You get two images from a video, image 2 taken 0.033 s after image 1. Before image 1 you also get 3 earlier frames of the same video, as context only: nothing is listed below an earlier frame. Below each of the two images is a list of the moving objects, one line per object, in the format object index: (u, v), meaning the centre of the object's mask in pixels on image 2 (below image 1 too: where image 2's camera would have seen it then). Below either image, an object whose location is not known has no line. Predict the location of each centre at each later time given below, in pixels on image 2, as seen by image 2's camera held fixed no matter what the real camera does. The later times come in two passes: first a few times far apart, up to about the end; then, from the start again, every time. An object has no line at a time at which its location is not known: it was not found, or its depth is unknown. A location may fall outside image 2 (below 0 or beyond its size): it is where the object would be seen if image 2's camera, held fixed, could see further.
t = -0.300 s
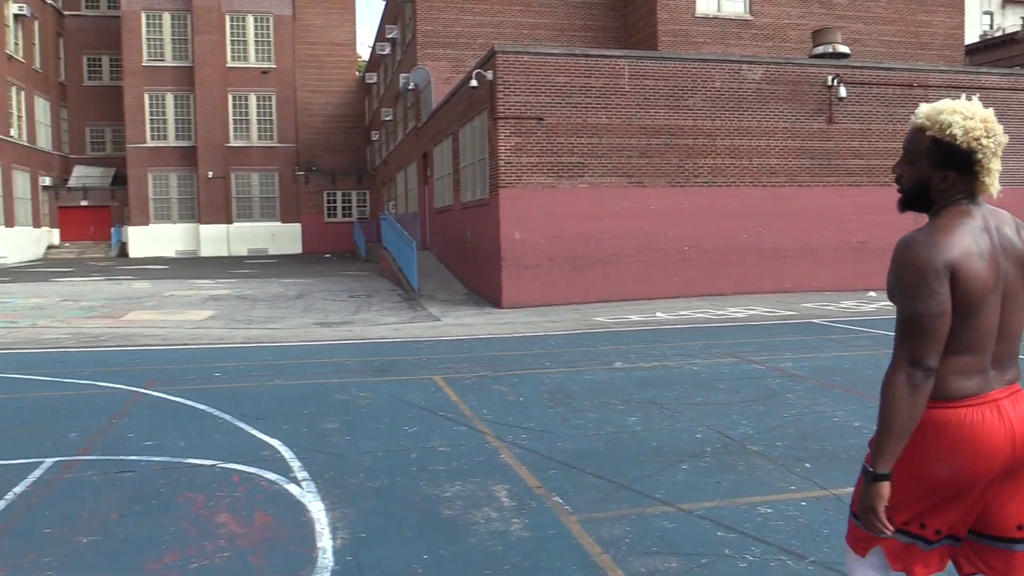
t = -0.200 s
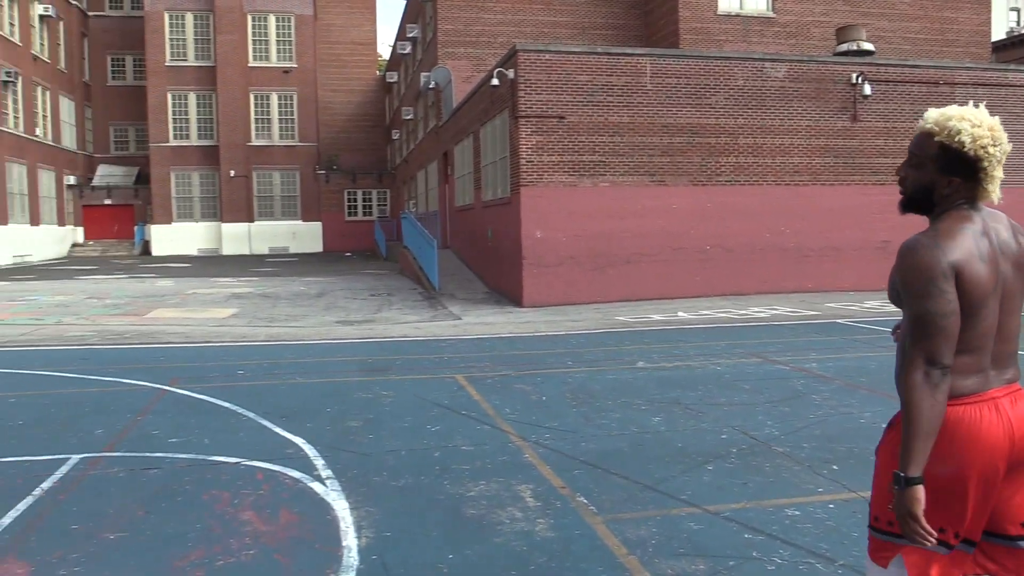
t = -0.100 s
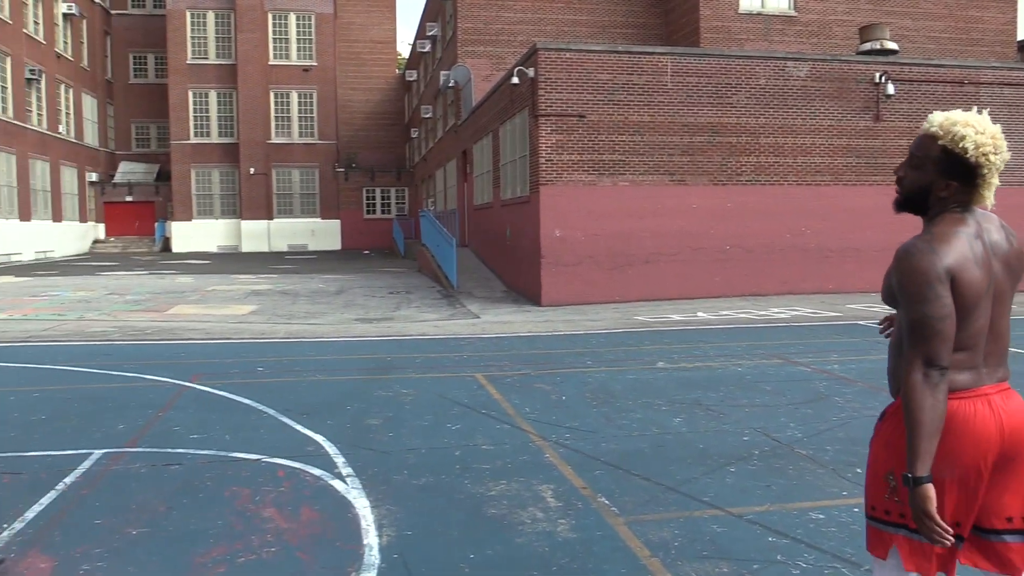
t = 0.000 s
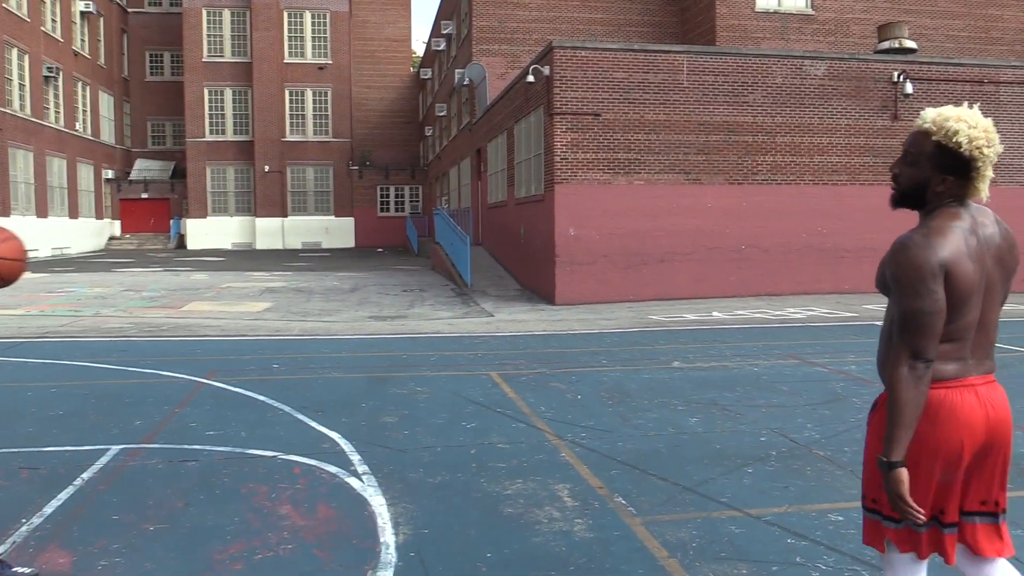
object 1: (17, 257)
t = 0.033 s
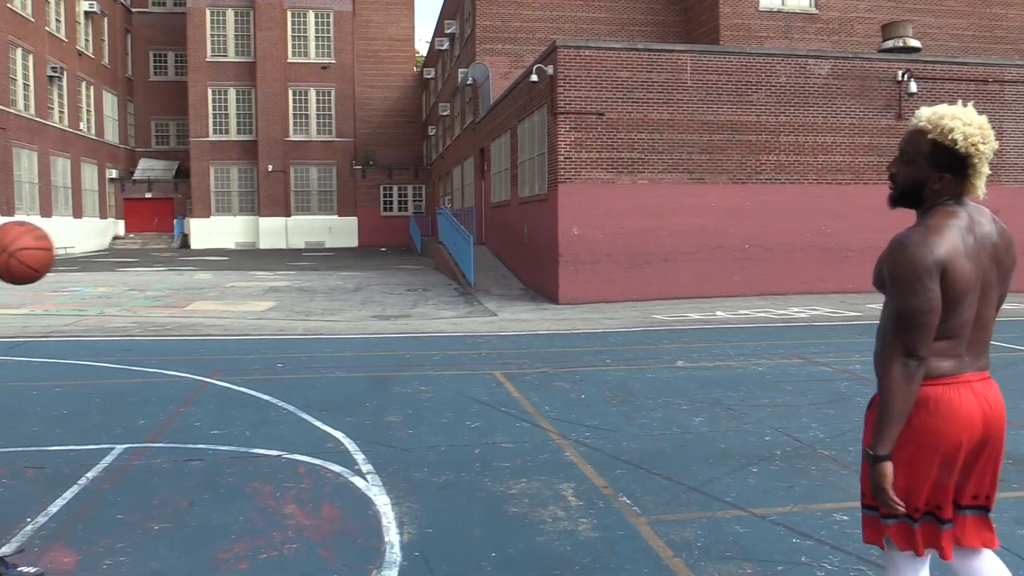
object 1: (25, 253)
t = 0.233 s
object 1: (157, 293)
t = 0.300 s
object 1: (200, 329)
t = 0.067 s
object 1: (43, 252)
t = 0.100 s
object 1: (65, 254)
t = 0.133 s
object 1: (87, 259)
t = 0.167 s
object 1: (110, 268)
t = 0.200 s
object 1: (133, 279)
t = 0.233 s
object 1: (157, 293)
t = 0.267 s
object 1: (178, 309)
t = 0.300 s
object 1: (200, 329)
